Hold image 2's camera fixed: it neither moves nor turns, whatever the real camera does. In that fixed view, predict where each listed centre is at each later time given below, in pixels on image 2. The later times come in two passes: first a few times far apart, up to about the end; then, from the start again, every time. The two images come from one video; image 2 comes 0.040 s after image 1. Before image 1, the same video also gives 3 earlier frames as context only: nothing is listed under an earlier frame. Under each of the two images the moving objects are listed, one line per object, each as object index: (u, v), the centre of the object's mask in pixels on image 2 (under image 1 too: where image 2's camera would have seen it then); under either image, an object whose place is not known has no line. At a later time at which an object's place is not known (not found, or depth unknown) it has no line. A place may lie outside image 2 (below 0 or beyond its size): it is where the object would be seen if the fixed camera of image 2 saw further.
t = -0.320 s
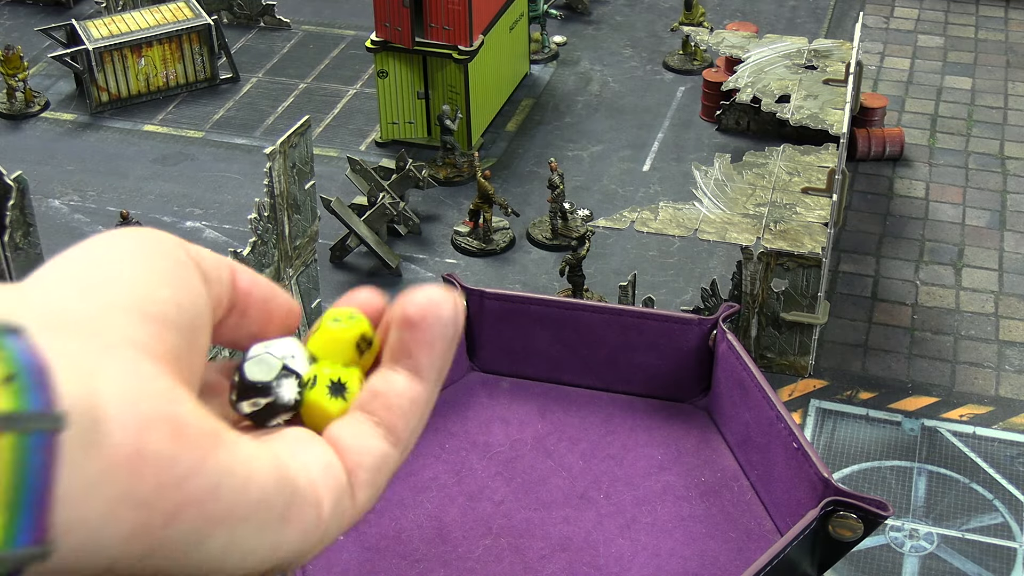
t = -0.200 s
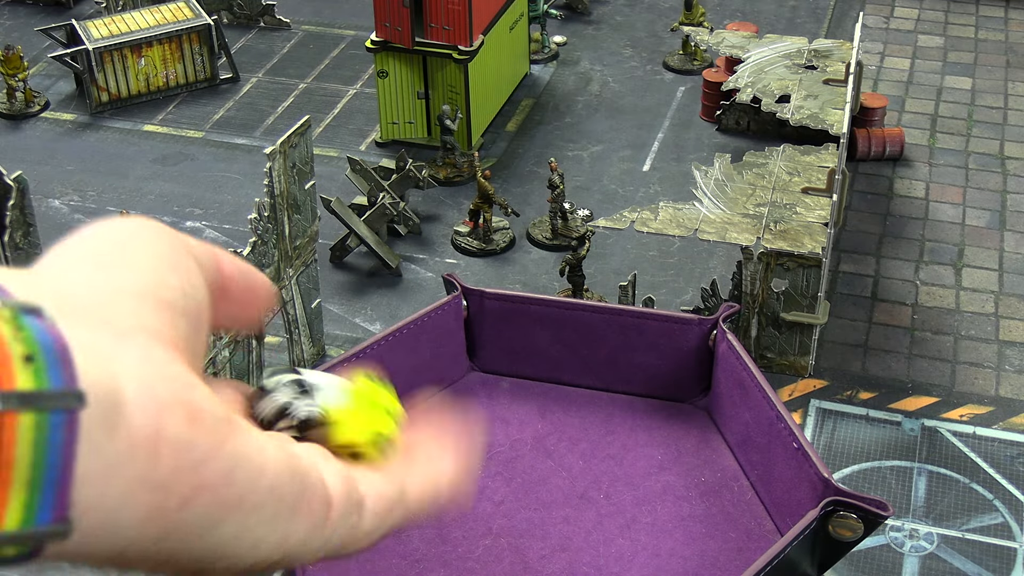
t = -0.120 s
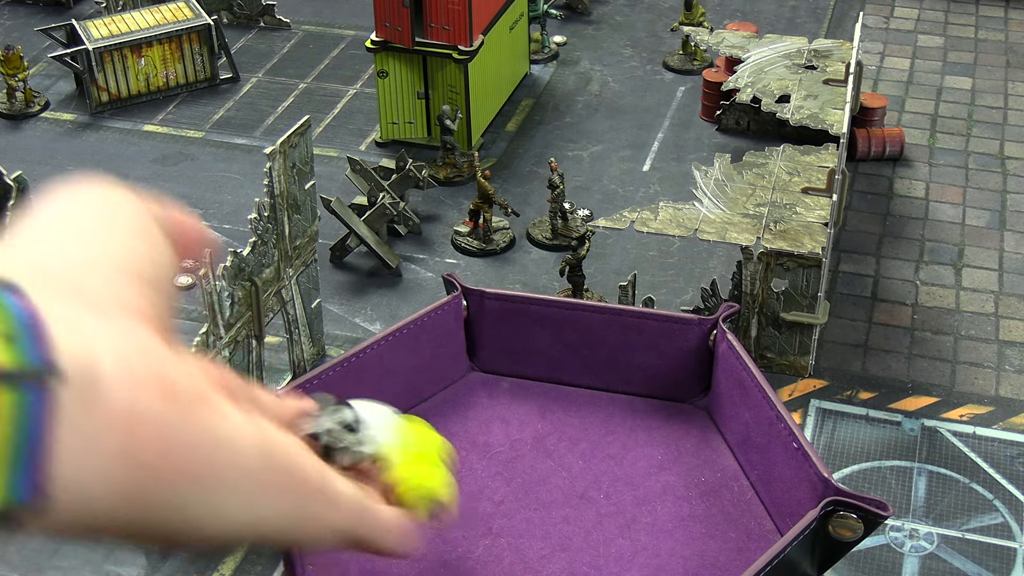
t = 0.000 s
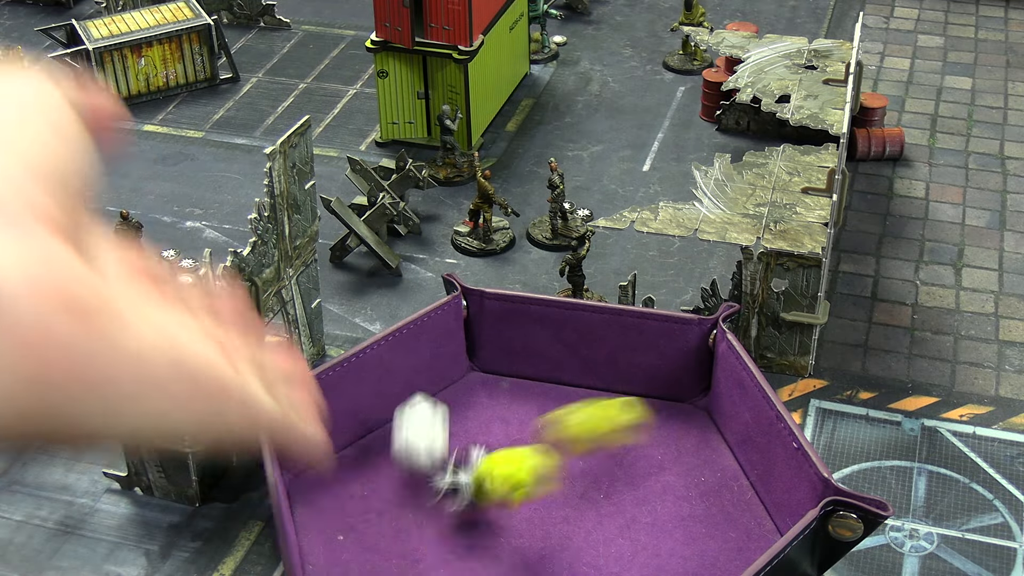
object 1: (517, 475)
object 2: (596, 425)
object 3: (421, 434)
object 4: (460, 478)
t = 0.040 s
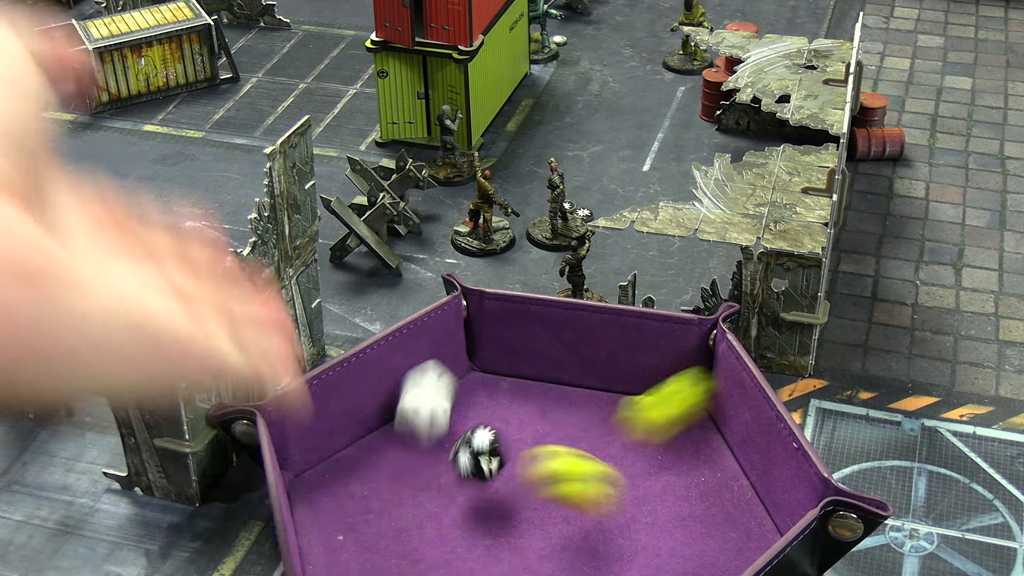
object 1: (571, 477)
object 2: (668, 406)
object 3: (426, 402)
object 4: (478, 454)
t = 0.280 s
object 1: (684, 446)
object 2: (651, 408)
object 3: (522, 369)
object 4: (514, 411)
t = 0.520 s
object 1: (628, 446)
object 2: (645, 407)
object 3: (520, 374)
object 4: (519, 422)
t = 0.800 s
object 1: (614, 446)
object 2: (644, 411)
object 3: (519, 373)
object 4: (520, 421)
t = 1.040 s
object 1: (615, 447)
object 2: (644, 411)
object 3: (519, 373)
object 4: (520, 421)
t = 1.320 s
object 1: (615, 447)
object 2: (644, 411)
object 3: (519, 373)
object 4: (520, 421)
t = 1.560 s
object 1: (615, 447)
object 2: (644, 411)
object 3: (519, 373)
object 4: (520, 421)
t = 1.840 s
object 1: (615, 447)
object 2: (644, 411)
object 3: (519, 373)
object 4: (520, 421)
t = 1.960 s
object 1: (615, 447)
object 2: (644, 411)
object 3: (519, 373)
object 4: (520, 421)
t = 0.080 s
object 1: (635, 491)
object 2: (691, 390)
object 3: (447, 383)
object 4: (489, 449)
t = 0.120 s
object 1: (691, 474)
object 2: (677, 401)
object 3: (476, 375)
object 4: (497, 430)
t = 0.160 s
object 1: (725, 455)
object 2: (668, 407)
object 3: (496, 368)
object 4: (505, 414)
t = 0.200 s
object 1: (712, 454)
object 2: (664, 408)
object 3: (507, 365)
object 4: (510, 409)
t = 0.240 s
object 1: (698, 450)
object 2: (660, 408)
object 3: (514, 365)
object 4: (513, 409)
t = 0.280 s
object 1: (684, 446)
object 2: (651, 408)
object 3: (522, 369)
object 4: (514, 411)
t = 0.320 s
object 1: (667, 446)
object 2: (640, 410)
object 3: (527, 372)
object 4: (514, 419)
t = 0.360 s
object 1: (656, 447)
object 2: (637, 409)
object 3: (525, 371)
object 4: (516, 423)
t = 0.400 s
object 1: (643, 449)
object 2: (643, 407)
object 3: (519, 371)
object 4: (518, 423)
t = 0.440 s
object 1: (635, 449)
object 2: (647, 407)
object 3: (514, 372)
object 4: (523, 418)
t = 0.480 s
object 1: (631, 447)
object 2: (644, 407)
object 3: (516, 374)
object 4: (522, 418)
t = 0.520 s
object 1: (628, 446)
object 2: (645, 407)
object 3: (520, 374)
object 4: (519, 422)
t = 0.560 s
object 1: (624, 446)
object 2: (645, 408)
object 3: (517, 373)
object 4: (520, 421)
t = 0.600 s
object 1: (616, 447)
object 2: (644, 411)
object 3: (515, 372)
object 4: (520, 421)
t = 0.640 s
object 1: (609, 445)
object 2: (643, 412)
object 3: (517, 373)
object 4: (520, 421)
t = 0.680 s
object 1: (613, 445)
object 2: (644, 411)
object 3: (520, 373)
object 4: (520, 421)
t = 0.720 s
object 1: (618, 448)
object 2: (644, 411)
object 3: (517, 373)
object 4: (520, 421)
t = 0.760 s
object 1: (616, 447)
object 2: (644, 411)
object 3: (518, 373)
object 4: (520, 421)
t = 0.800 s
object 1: (614, 446)
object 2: (644, 411)
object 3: (519, 373)
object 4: (520, 421)
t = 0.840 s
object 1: (616, 448)
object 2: (644, 411)
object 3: (519, 373)
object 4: (520, 421)
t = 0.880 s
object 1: (615, 447)
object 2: (644, 411)
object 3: (519, 373)
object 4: (520, 421)
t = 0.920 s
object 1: (615, 447)
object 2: (644, 411)
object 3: (519, 373)
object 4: (520, 421)
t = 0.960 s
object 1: (615, 447)
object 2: (644, 411)
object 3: (519, 373)
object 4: (520, 421)
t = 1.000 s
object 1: (615, 447)
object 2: (644, 411)
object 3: (519, 373)
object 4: (520, 421)
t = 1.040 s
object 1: (615, 447)
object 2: (644, 411)
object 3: (519, 373)
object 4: (520, 421)
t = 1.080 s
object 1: (615, 447)
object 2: (644, 411)
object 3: (519, 373)
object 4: (520, 421)
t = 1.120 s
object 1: (615, 447)
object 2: (644, 411)
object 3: (519, 373)
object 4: (520, 421)
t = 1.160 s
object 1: (615, 447)
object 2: (644, 411)
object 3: (519, 373)
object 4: (520, 421)
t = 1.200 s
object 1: (615, 447)
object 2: (644, 411)
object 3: (519, 373)
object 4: (520, 421)
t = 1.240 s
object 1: (615, 447)
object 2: (644, 411)
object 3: (519, 373)
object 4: (520, 421)
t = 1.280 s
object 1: (615, 447)
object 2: (644, 411)
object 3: (519, 373)
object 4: (520, 421)
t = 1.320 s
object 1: (615, 447)
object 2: (644, 411)
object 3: (519, 373)
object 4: (520, 421)
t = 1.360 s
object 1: (615, 447)
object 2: (644, 411)
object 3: (519, 373)
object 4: (520, 421)
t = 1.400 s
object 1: (615, 447)
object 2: (644, 411)
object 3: (519, 373)
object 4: (520, 421)
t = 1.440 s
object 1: (615, 447)
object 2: (644, 411)
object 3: (519, 373)
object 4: (520, 421)
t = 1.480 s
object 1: (615, 447)
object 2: (644, 411)
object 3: (519, 373)
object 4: (520, 421)
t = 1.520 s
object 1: (615, 447)
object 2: (644, 411)
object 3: (519, 373)
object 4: (520, 421)
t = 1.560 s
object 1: (615, 447)
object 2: (644, 411)
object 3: (519, 373)
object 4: (520, 421)
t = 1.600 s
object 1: (615, 447)
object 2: (644, 411)
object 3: (519, 373)
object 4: (520, 421)
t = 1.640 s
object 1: (615, 447)
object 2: (644, 411)
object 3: (519, 373)
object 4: (520, 421)
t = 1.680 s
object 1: (615, 447)
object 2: (644, 411)
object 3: (519, 373)
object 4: (520, 421)
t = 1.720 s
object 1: (615, 447)
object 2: (644, 411)
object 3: (519, 373)
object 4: (520, 421)
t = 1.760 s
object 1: (615, 447)
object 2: (644, 411)
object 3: (519, 373)
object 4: (520, 421)
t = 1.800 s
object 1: (615, 447)
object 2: (644, 411)
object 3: (519, 373)
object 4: (520, 421)
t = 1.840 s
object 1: (615, 447)
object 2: (644, 411)
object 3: (519, 373)
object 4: (520, 421)
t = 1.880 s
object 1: (615, 447)
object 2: (644, 411)
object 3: (519, 373)
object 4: (520, 421)
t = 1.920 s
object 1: (615, 447)
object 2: (644, 411)
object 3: (519, 373)
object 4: (520, 421)
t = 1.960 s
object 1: (615, 447)
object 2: (644, 411)
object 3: (519, 373)
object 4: (520, 421)
